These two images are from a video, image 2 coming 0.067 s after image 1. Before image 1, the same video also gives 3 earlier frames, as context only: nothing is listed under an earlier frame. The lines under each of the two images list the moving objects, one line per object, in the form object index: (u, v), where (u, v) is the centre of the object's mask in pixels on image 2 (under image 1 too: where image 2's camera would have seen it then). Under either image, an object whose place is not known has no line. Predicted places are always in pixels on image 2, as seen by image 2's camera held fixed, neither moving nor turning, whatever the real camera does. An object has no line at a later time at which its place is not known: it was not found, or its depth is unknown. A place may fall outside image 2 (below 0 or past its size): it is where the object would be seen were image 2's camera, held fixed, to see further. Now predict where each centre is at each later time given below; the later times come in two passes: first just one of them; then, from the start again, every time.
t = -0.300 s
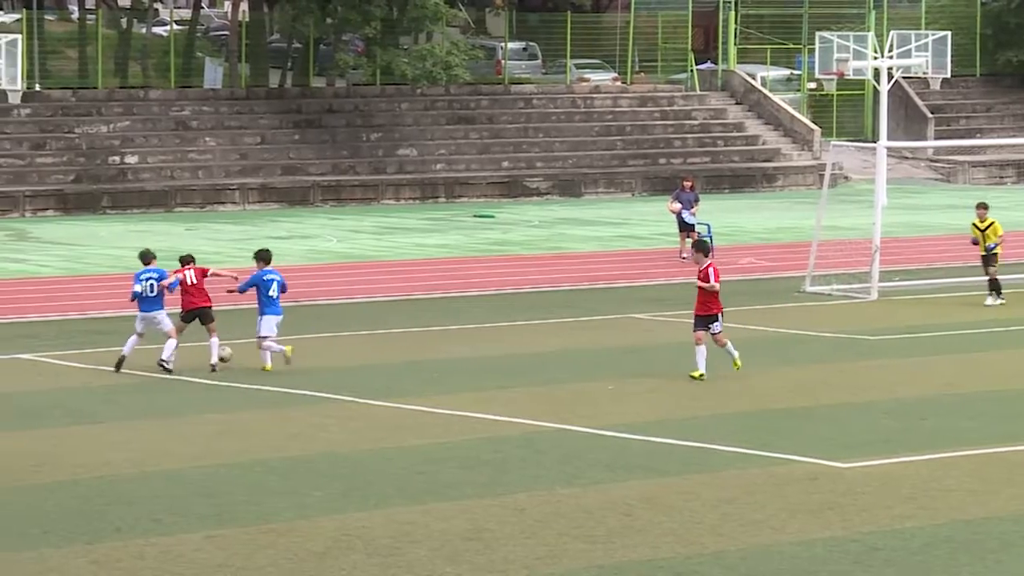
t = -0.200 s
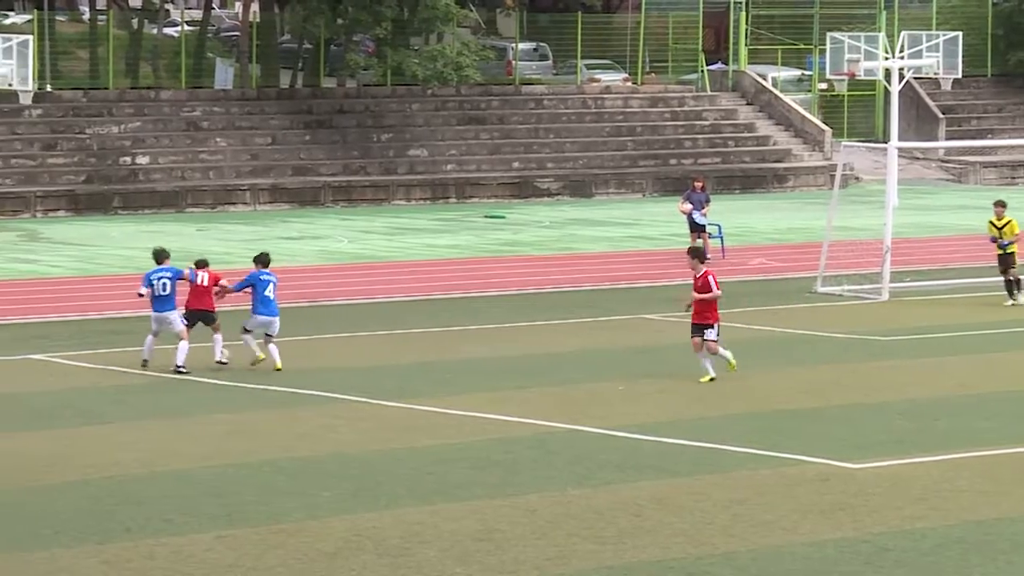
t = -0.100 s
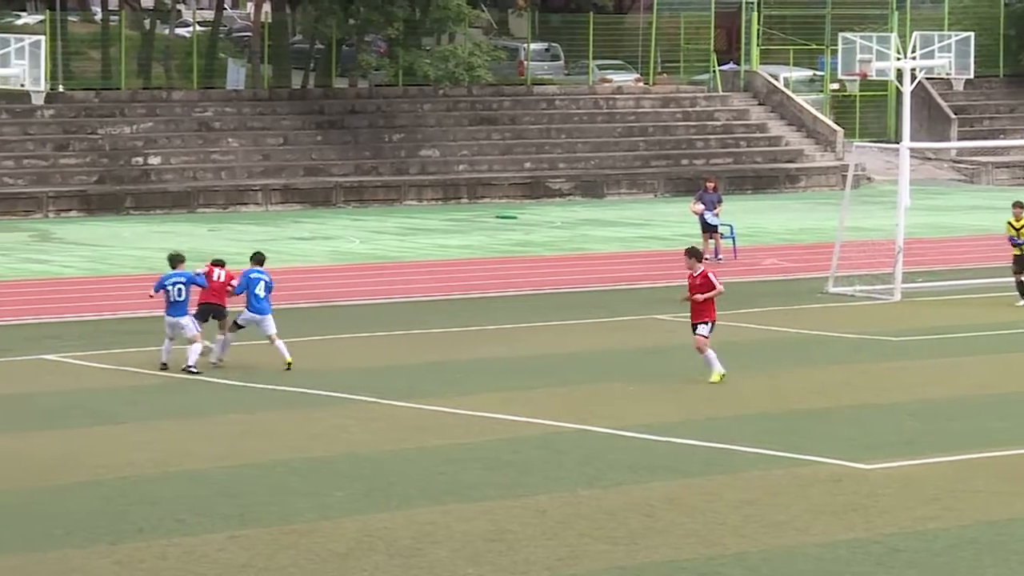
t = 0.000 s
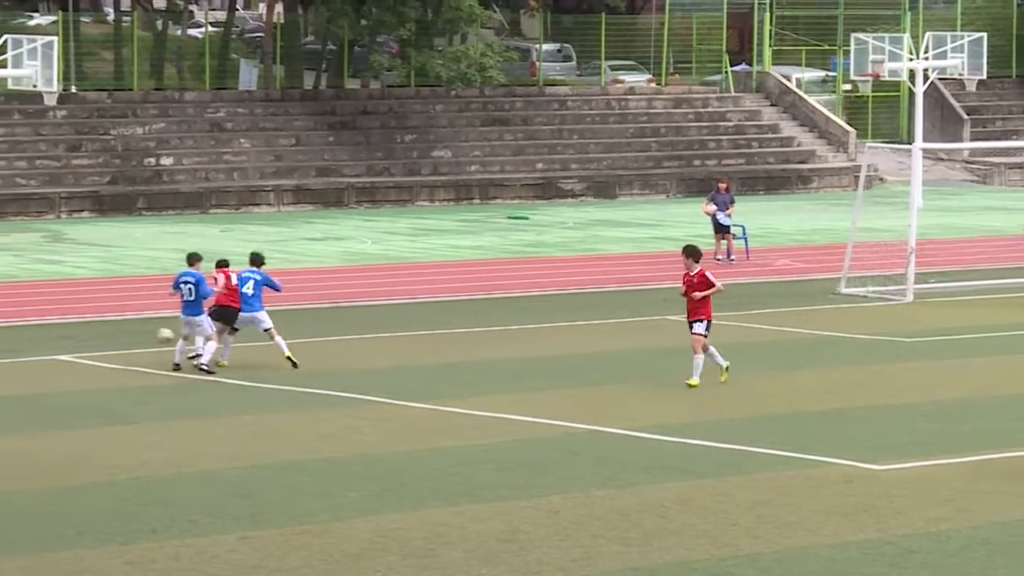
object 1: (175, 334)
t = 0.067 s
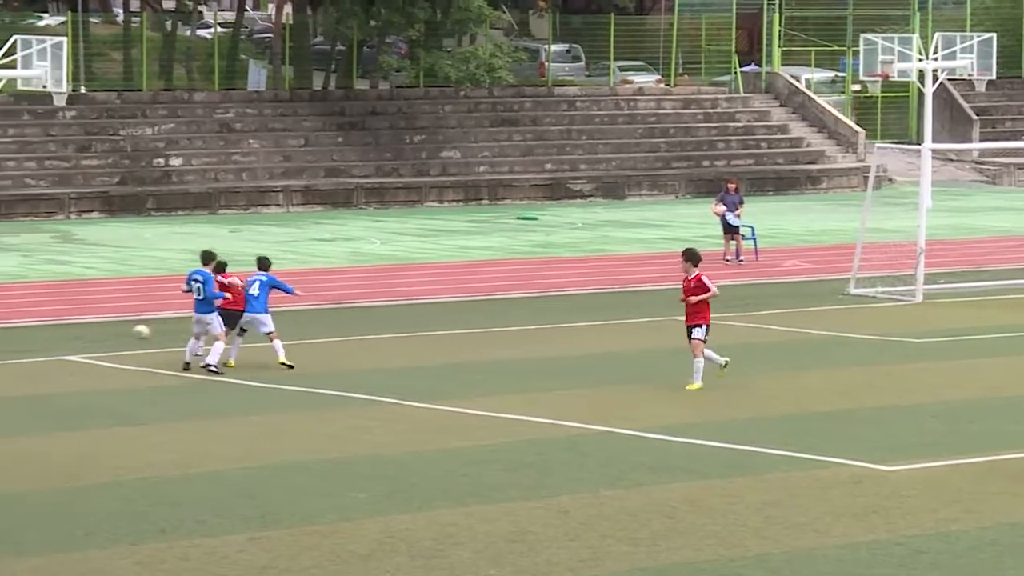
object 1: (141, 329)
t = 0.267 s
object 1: (45, 337)
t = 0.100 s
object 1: (125, 328)
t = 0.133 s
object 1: (109, 329)
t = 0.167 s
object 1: (93, 330)
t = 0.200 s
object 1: (76, 332)
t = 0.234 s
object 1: (61, 334)
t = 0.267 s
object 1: (45, 337)
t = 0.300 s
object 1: (32, 331)
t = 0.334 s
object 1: (20, 326)
